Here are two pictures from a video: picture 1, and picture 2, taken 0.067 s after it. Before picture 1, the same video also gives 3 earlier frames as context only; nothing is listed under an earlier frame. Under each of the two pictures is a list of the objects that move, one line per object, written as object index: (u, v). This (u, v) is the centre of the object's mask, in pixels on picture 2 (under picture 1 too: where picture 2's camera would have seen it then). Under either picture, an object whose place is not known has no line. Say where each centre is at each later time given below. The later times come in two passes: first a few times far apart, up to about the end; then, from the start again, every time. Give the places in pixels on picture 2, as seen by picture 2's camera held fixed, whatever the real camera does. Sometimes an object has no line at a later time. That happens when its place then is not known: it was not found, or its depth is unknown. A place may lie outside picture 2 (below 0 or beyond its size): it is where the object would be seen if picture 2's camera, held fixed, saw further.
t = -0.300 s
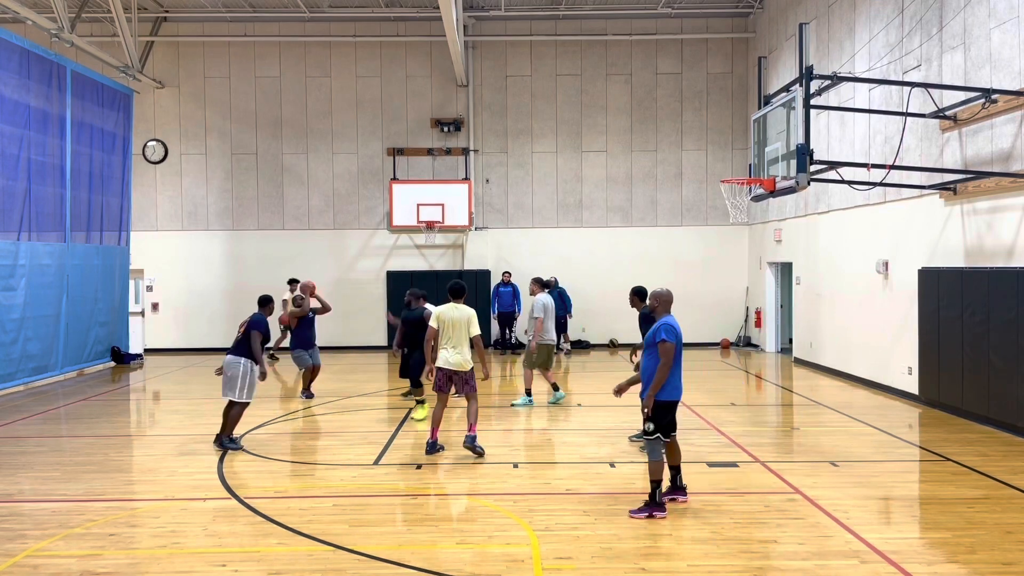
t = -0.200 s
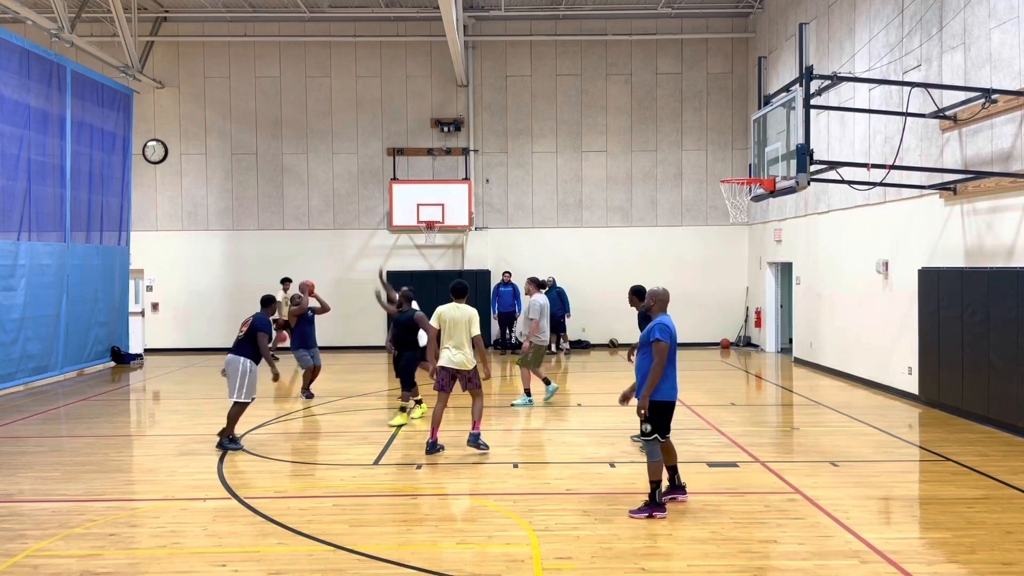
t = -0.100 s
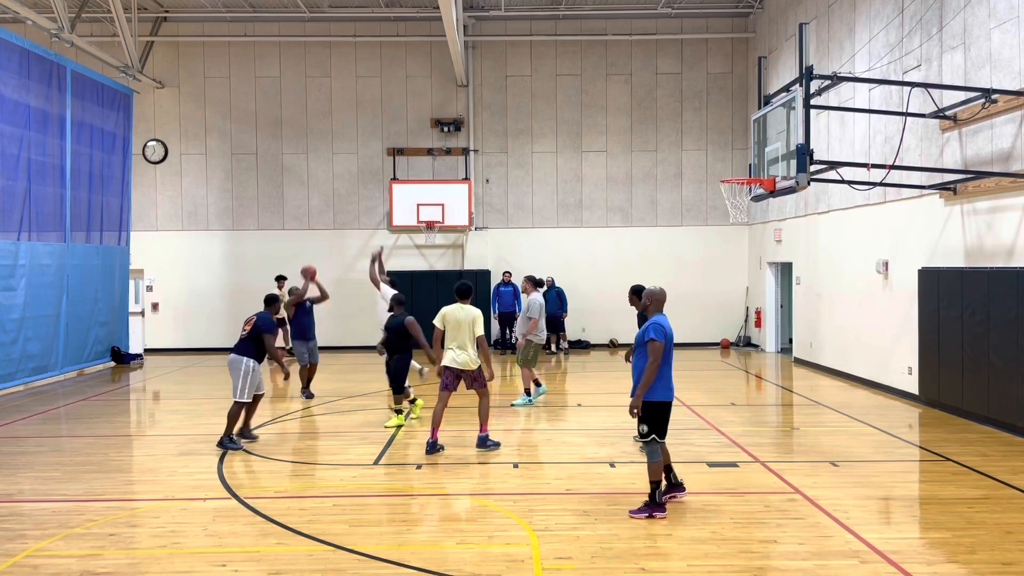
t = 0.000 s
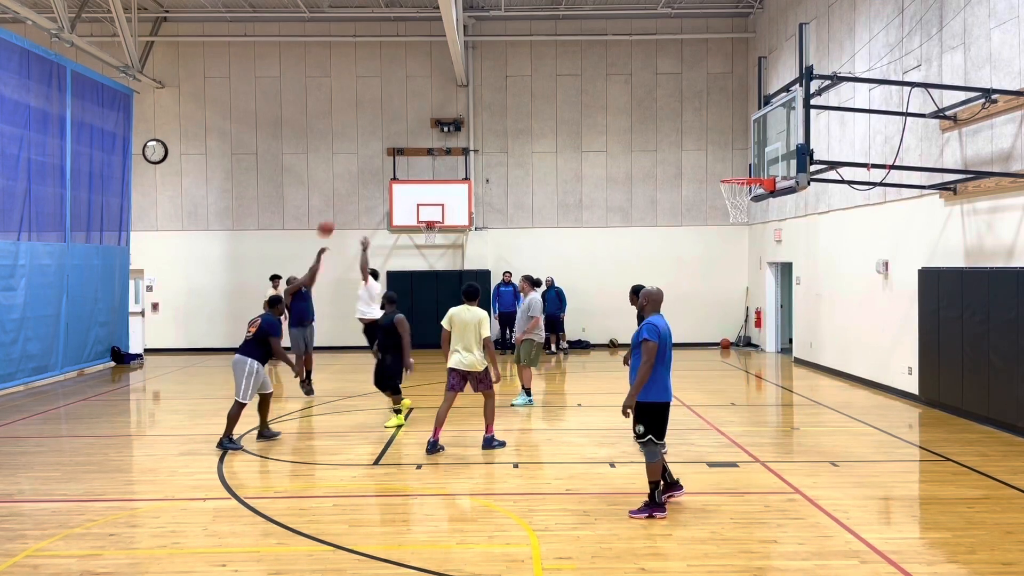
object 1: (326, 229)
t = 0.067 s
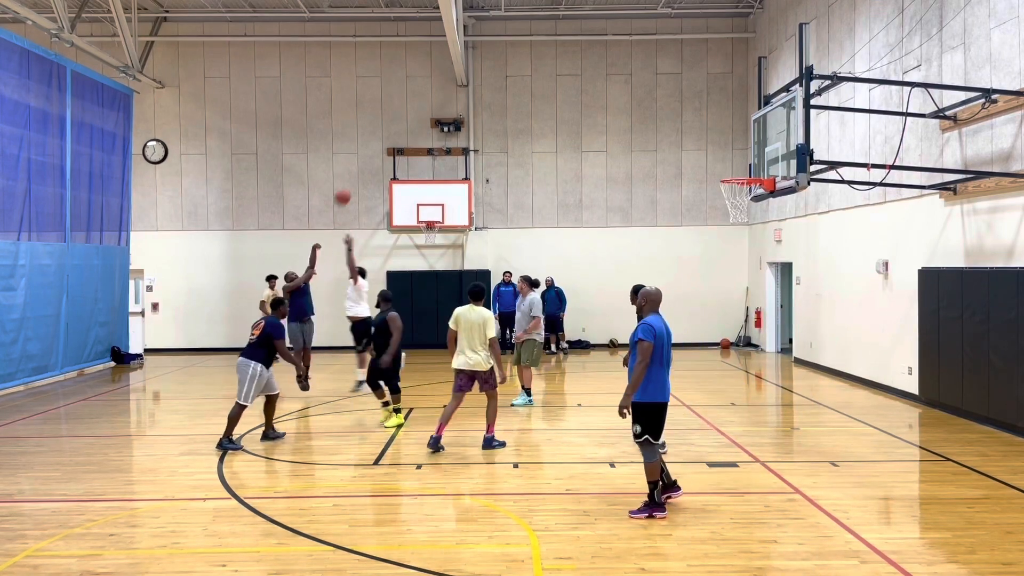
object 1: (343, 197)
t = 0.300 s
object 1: (403, 107)
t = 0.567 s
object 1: (476, 44)
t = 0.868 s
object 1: (563, 30)
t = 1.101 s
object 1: (636, 65)
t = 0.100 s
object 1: (351, 182)
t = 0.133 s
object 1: (359, 169)
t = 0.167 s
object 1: (368, 155)
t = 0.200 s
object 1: (377, 142)
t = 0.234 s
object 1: (385, 130)
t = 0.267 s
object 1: (394, 119)
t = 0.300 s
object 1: (403, 107)
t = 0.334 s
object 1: (412, 97)
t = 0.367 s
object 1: (421, 87)
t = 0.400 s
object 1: (430, 78)
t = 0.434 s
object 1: (439, 70)
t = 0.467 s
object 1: (448, 63)
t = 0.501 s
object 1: (457, 56)
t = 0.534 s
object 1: (467, 50)
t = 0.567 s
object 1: (476, 44)
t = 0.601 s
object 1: (486, 40)
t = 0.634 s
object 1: (495, 36)
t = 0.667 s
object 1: (504, 33)
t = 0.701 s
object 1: (514, 30)
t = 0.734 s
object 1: (524, 28)
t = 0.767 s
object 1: (533, 28)
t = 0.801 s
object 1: (543, 28)
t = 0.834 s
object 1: (553, 28)
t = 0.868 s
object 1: (563, 30)
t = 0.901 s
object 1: (574, 32)
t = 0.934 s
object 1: (584, 36)
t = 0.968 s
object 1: (594, 40)
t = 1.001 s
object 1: (605, 45)
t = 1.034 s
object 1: (615, 50)
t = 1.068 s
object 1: (625, 57)
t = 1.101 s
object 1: (636, 65)
